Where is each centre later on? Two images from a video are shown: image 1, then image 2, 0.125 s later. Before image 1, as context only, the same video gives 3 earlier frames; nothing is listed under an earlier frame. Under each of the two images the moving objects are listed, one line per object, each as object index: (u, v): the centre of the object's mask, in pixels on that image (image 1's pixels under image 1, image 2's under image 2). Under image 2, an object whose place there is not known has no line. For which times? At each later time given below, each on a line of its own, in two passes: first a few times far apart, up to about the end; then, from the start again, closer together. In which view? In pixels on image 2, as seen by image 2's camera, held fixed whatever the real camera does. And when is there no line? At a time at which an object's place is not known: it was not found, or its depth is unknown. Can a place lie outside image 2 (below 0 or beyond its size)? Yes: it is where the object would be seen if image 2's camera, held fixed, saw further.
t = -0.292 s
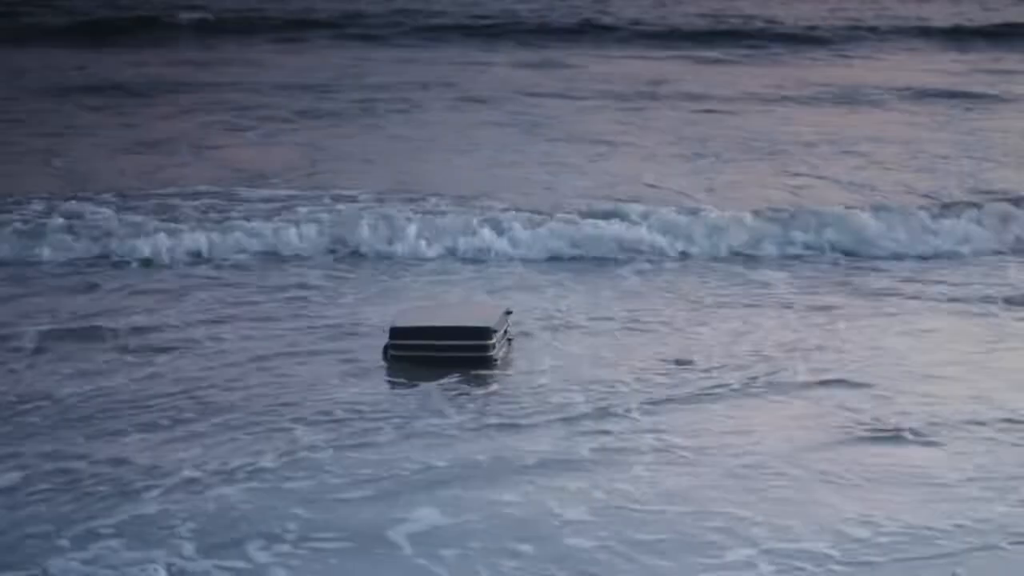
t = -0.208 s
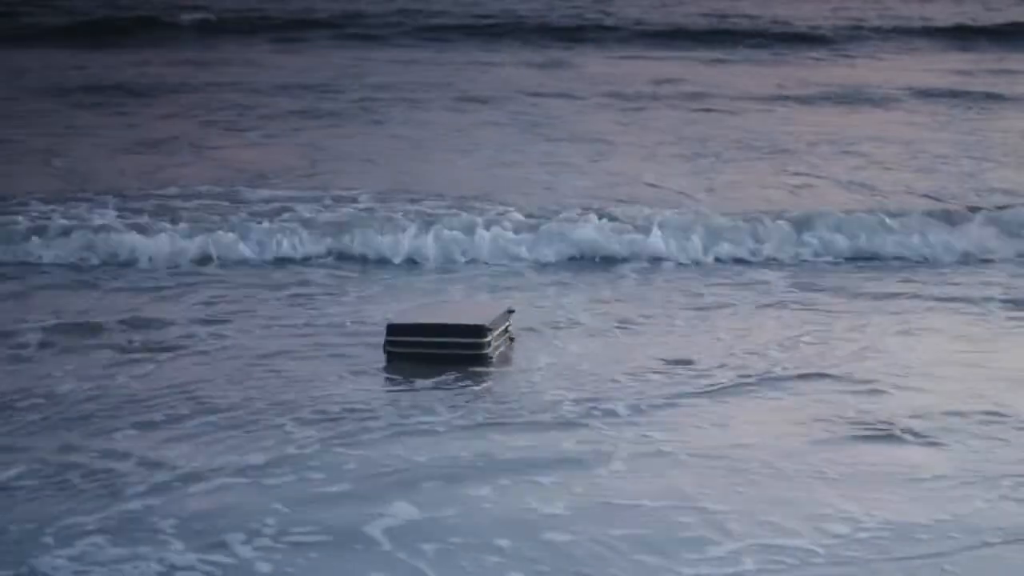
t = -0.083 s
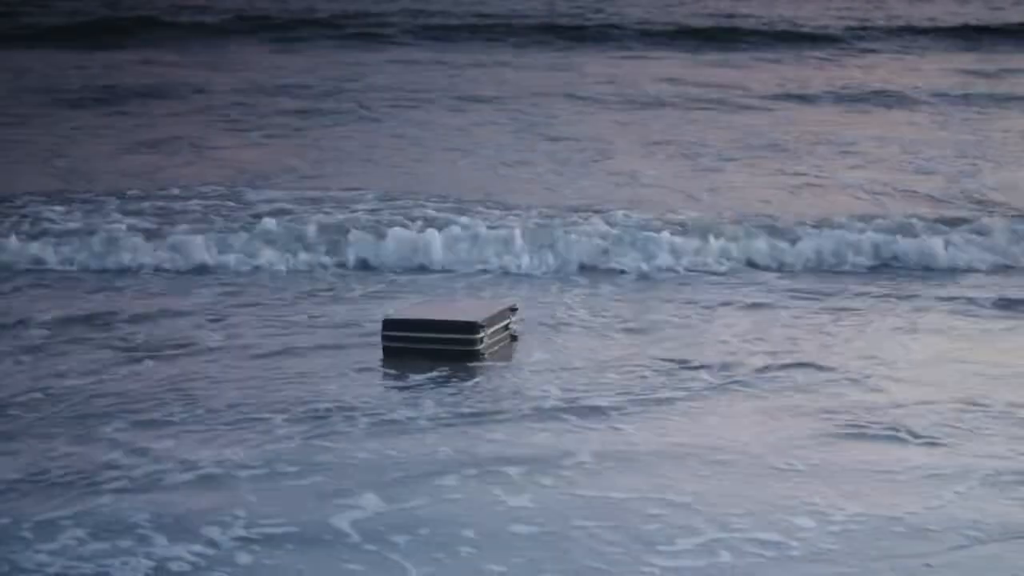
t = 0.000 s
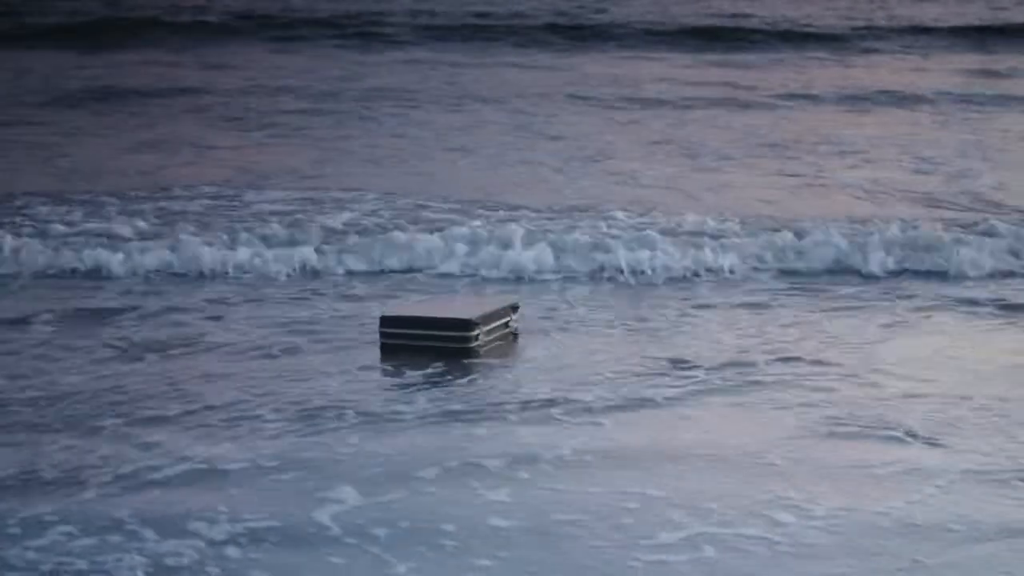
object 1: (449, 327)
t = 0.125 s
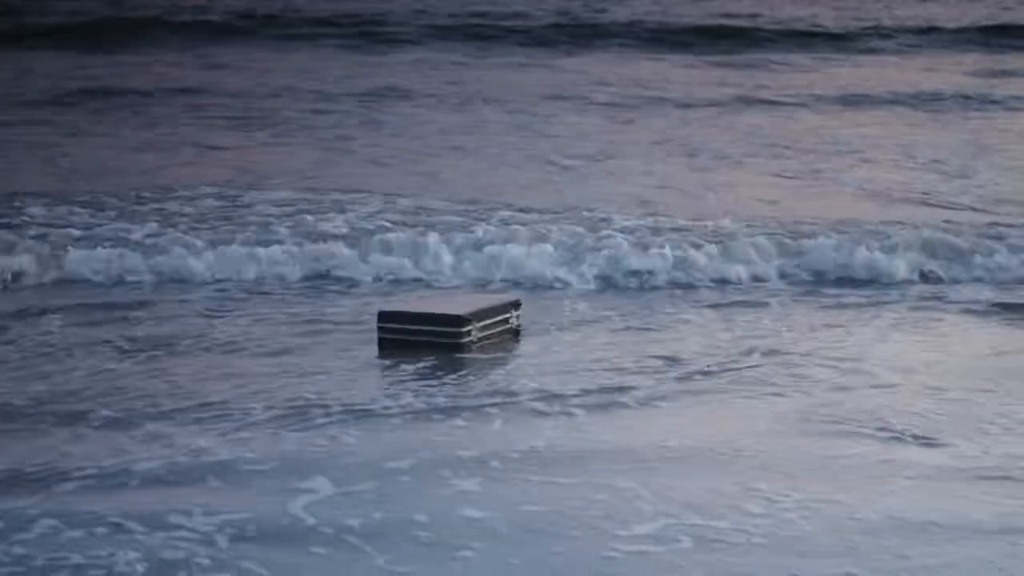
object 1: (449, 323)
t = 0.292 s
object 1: (450, 317)
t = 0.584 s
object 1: (451, 306)
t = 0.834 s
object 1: (457, 298)
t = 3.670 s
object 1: (367, 286)
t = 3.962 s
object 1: (367, 278)
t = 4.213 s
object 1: (367, 272)
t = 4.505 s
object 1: (370, 263)
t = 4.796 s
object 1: (370, 253)
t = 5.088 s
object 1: (369, 245)
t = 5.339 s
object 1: (369, 236)
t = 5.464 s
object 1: (370, 230)
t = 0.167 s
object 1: (451, 322)
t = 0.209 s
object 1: (450, 321)
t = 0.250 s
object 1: (450, 319)
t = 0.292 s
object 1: (450, 317)
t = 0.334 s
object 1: (451, 315)
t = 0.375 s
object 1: (450, 314)
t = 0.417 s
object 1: (450, 312)
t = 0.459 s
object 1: (450, 311)
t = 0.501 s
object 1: (450, 310)
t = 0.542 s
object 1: (450, 309)
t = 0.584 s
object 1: (451, 306)
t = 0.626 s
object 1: (454, 302)
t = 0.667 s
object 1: (454, 301)
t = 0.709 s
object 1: (457, 301)
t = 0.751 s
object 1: (458, 300)
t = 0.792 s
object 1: (453, 298)
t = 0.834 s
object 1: (457, 298)
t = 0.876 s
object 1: (456, 296)
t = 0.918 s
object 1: (453, 292)
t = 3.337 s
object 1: (367, 293)
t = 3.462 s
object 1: (367, 290)
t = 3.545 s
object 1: (367, 288)
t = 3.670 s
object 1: (367, 286)
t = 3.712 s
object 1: (367, 285)
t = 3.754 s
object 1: (367, 284)
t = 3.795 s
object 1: (366, 282)
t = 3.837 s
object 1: (366, 281)
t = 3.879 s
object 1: (367, 280)
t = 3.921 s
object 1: (367, 279)
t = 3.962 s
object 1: (367, 278)
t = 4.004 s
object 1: (368, 275)
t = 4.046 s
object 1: (367, 275)
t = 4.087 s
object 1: (367, 274)
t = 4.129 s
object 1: (367, 274)
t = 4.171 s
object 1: (367, 273)
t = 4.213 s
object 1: (367, 272)
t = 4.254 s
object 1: (367, 270)
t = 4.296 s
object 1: (368, 269)
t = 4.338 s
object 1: (367, 266)
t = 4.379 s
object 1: (366, 263)
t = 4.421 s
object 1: (367, 261)
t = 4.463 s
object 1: (369, 262)
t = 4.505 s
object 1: (370, 263)
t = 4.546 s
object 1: (371, 262)
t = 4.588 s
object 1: (371, 260)
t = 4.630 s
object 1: (371, 259)
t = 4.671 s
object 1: (371, 257)
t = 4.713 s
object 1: (371, 255)
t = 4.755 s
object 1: (370, 254)
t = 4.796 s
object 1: (370, 253)
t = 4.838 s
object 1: (370, 252)
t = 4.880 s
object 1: (370, 251)
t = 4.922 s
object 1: (369, 250)
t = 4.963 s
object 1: (370, 248)
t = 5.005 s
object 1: (369, 247)
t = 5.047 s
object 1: (369, 246)
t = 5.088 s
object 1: (369, 245)
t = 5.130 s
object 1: (368, 243)
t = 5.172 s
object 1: (368, 241)
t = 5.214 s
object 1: (369, 240)
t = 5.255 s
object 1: (368, 239)
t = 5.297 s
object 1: (369, 237)
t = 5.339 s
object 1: (369, 236)
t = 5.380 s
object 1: (369, 234)
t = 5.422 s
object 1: (370, 233)
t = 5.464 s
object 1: (370, 230)
